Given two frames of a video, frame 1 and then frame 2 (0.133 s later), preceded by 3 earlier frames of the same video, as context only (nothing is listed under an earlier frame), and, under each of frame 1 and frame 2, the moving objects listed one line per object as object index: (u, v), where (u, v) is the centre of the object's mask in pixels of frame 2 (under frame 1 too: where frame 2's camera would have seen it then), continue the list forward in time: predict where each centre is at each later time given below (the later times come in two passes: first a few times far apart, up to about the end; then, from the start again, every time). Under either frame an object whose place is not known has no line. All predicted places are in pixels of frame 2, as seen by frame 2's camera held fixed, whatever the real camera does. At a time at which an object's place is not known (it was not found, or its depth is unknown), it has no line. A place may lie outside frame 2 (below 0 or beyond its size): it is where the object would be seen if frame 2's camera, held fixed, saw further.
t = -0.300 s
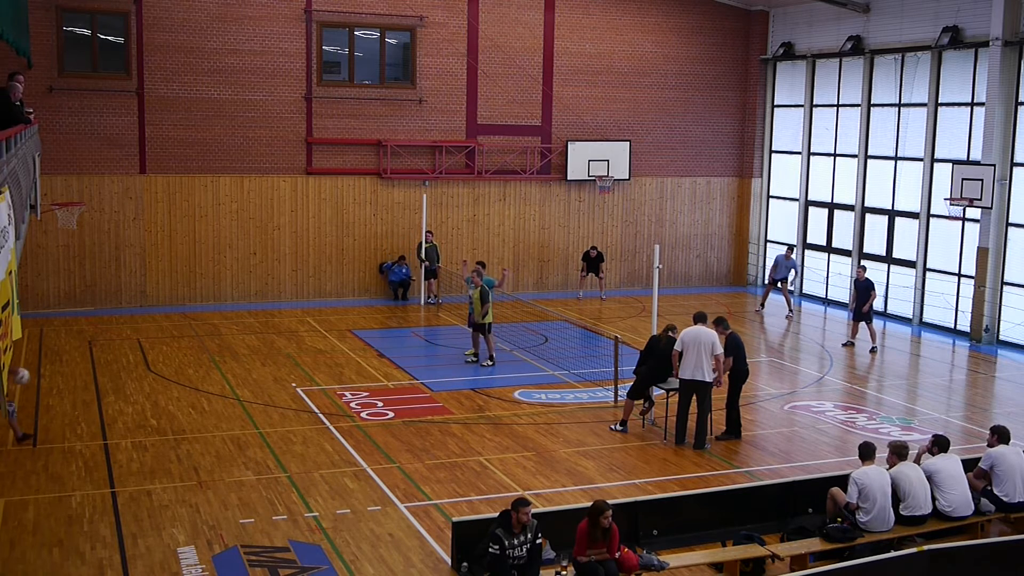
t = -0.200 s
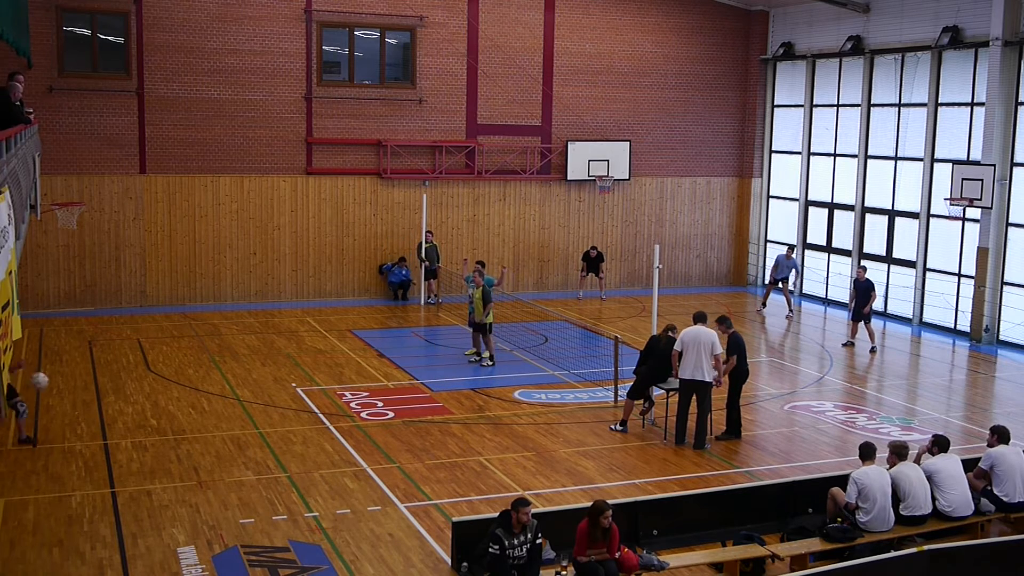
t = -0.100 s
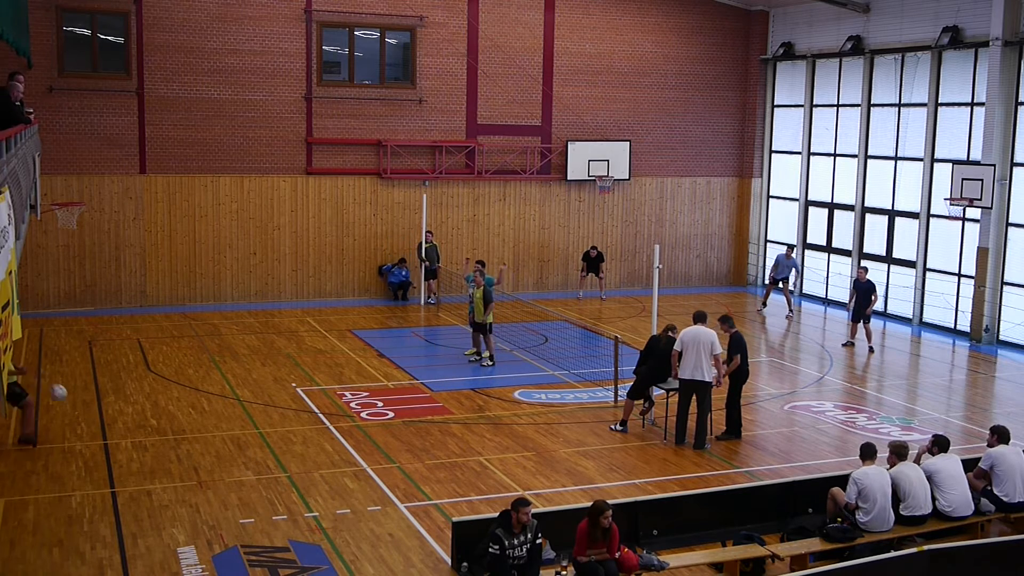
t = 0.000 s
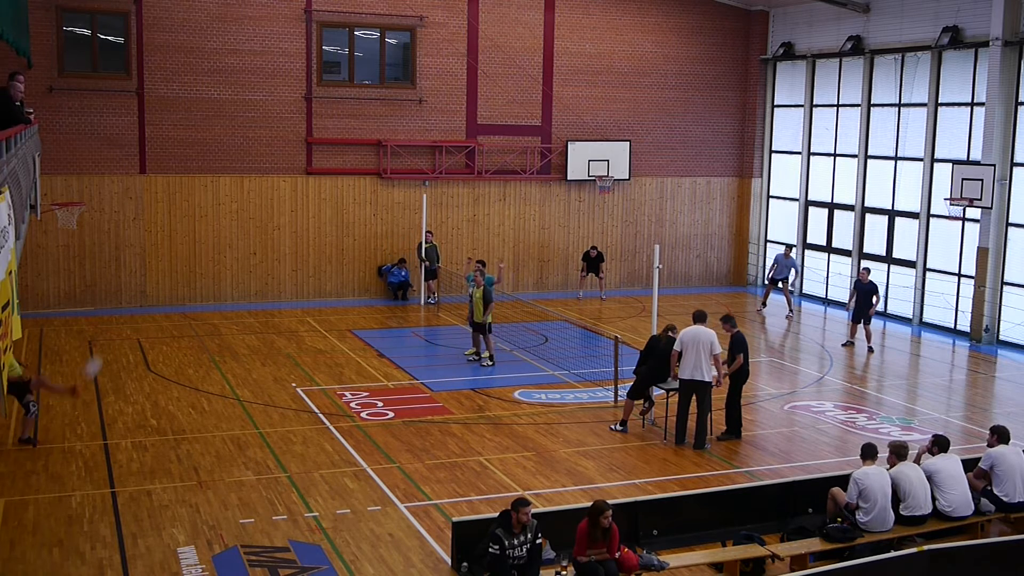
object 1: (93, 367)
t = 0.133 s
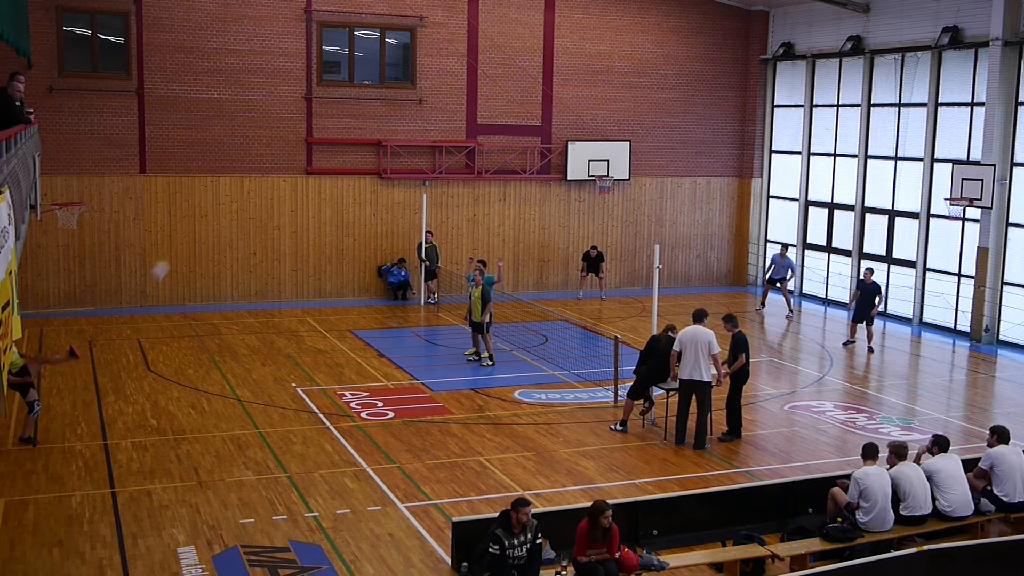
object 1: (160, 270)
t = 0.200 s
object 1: (191, 230)
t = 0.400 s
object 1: (278, 138)
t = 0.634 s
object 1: (364, 78)
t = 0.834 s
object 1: (427, 61)
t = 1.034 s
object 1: (483, 67)
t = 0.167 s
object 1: (176, 249)
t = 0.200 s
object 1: (191, 230)
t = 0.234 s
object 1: (206, 212)
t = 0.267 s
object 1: (220, 195)
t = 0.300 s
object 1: (236, 179)
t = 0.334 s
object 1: (250, 164)
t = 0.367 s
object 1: (264, 150)
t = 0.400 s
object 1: (278, 138)
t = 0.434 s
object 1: (290, 127)
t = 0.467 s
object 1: (304, 115)
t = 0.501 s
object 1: (316, 107)
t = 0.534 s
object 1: (329, 97)
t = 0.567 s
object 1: (341, 90)
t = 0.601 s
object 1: (353, 83)
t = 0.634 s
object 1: (364, 78)
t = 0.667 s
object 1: (375, 73)
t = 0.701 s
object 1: (387, 70)
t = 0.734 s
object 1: (397, 66)
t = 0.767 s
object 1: (408, 64)
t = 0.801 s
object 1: (418, 62)
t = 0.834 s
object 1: (427, 61)
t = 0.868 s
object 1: (437, 60)
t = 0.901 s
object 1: (447, 61)
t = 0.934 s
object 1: (457, 61)
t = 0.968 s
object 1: (466, 63)
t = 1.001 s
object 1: (475, 65)
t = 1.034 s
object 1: (483, 67)
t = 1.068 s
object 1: (492, 71)
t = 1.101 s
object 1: (500, 75)
